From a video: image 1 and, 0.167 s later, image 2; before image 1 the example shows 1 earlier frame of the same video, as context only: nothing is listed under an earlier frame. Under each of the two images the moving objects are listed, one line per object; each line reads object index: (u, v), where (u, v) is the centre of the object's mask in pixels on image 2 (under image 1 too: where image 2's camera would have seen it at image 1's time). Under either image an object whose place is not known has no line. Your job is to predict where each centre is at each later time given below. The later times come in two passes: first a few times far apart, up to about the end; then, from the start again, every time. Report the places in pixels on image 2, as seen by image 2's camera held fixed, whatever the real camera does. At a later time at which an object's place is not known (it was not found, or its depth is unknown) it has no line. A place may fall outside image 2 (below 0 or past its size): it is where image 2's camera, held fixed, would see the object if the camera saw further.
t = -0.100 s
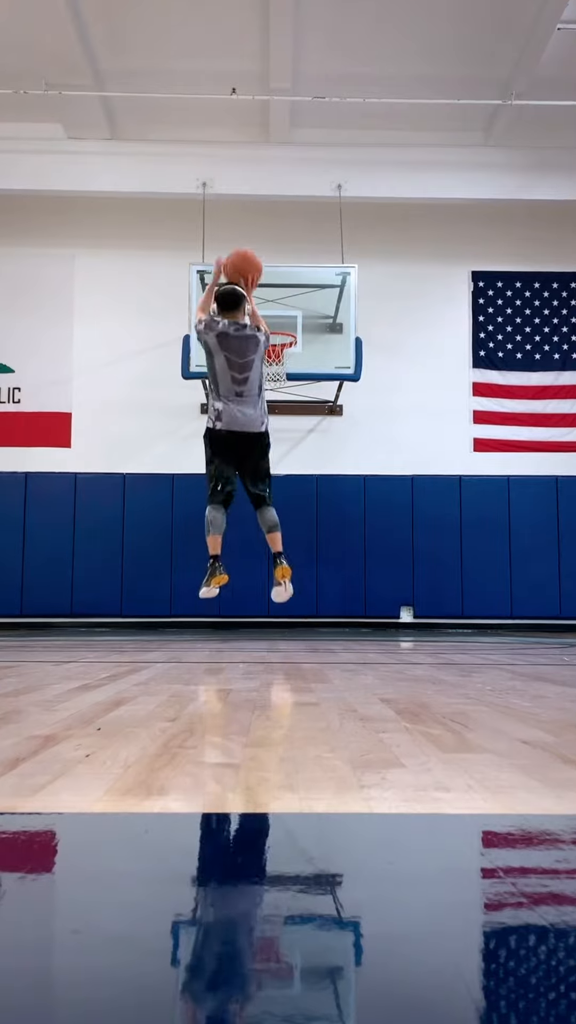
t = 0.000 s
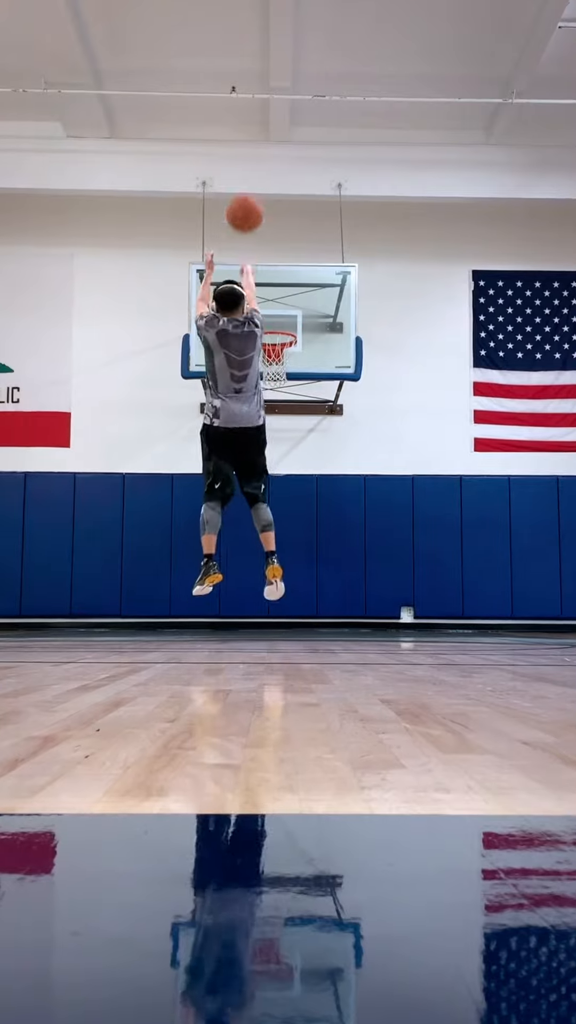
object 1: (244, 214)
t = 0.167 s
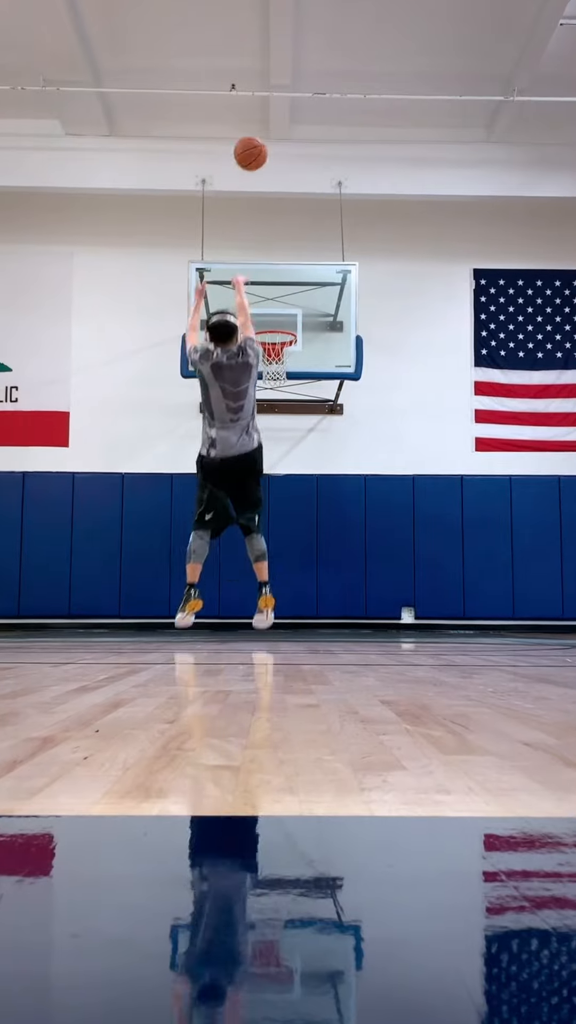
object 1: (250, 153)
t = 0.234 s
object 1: (253, 142)
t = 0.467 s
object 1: (259, 145)
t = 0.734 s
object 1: (264, 213)
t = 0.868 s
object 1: (266, 268)
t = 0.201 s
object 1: (251, 147)
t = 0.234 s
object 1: (253, 142)
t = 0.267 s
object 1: (254, 138)
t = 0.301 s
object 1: (255, 136)
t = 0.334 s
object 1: (256, 136)
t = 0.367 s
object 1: (257, 136)
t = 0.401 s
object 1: (257, 138)
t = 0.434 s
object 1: (258, 141)
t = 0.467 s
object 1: (259, 145)
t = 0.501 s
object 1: (260, 150)
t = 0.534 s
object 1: (261, 156)
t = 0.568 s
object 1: (261, 164)
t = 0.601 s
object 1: (262, 172)
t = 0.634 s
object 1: (263, 181)
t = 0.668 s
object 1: (263, 191)
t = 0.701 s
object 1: (264, 201)
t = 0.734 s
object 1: (264, 213)
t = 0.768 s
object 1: (265, 226)
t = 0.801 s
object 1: (265, 239)
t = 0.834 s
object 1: (266, 253)
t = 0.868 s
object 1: (266, 268)
